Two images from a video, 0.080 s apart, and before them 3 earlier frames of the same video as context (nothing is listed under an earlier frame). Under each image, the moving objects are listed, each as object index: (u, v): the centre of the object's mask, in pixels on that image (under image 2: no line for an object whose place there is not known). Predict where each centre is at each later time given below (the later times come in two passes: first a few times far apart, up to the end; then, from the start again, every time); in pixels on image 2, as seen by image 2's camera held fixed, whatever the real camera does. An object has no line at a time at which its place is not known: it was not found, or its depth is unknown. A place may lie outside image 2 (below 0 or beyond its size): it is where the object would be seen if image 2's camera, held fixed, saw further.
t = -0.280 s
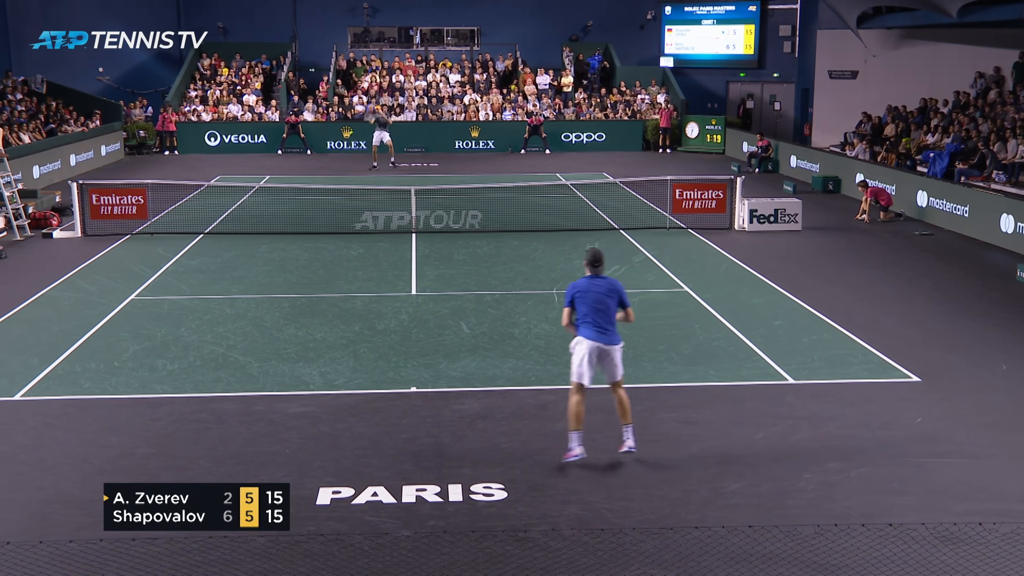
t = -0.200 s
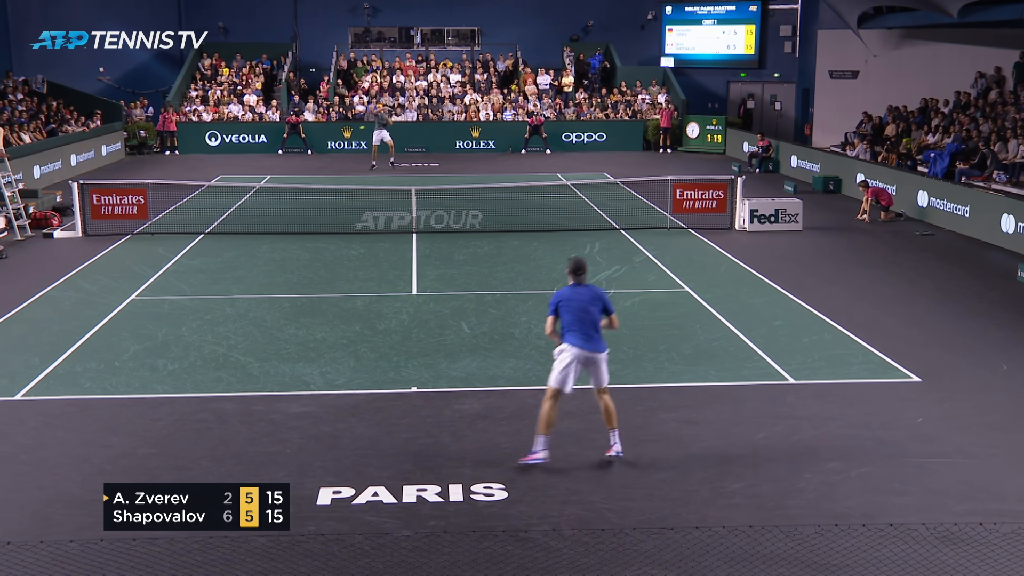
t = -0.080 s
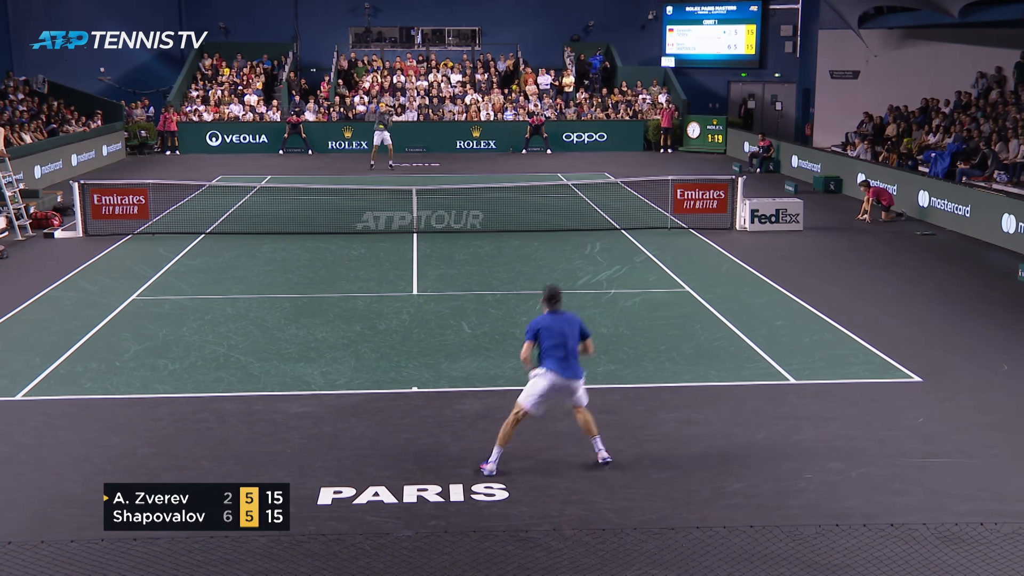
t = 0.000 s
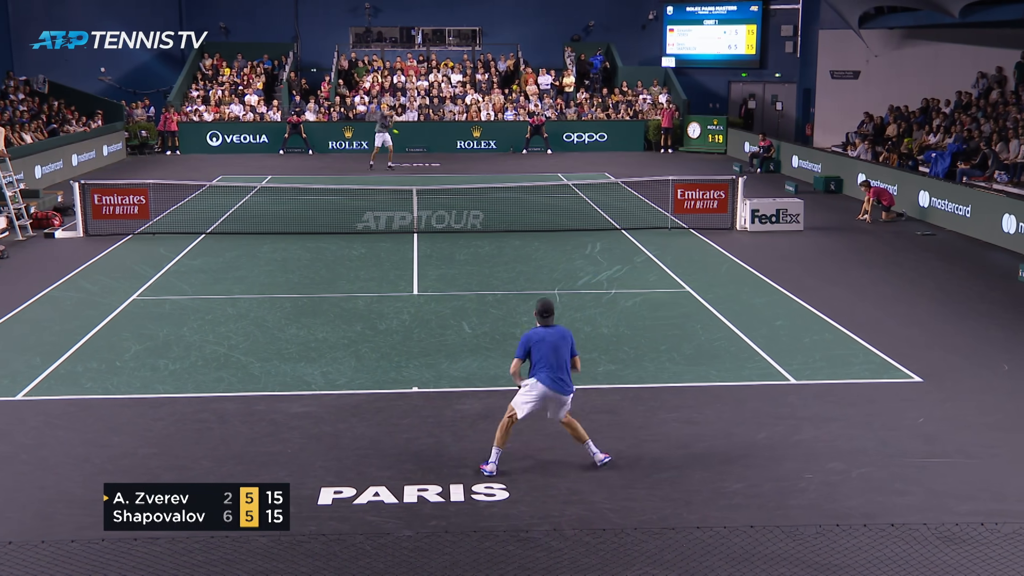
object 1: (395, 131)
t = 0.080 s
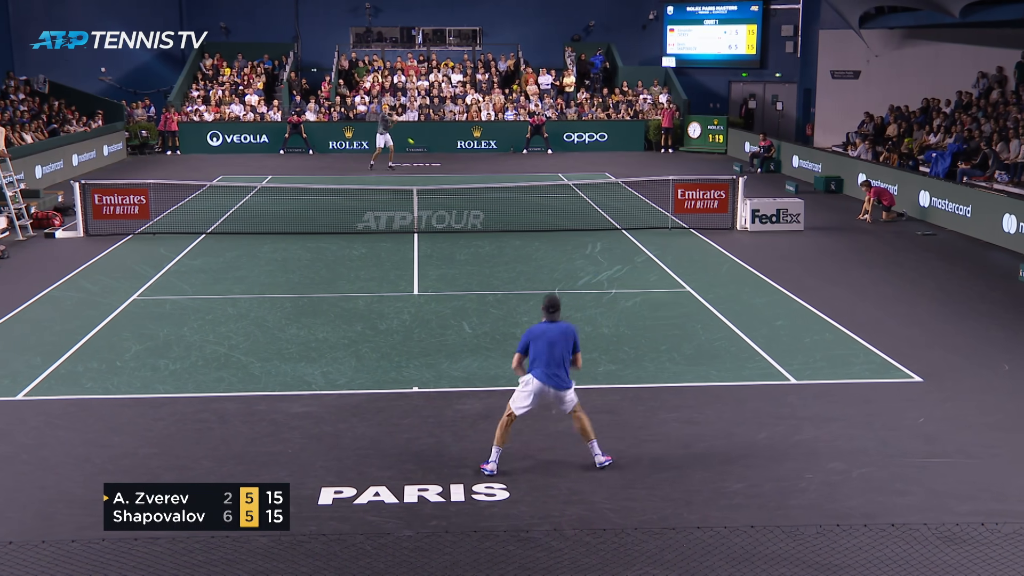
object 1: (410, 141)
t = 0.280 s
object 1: (455, 194)
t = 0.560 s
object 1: (533, 295)
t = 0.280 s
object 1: (455, 194)
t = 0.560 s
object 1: (533, 295)
